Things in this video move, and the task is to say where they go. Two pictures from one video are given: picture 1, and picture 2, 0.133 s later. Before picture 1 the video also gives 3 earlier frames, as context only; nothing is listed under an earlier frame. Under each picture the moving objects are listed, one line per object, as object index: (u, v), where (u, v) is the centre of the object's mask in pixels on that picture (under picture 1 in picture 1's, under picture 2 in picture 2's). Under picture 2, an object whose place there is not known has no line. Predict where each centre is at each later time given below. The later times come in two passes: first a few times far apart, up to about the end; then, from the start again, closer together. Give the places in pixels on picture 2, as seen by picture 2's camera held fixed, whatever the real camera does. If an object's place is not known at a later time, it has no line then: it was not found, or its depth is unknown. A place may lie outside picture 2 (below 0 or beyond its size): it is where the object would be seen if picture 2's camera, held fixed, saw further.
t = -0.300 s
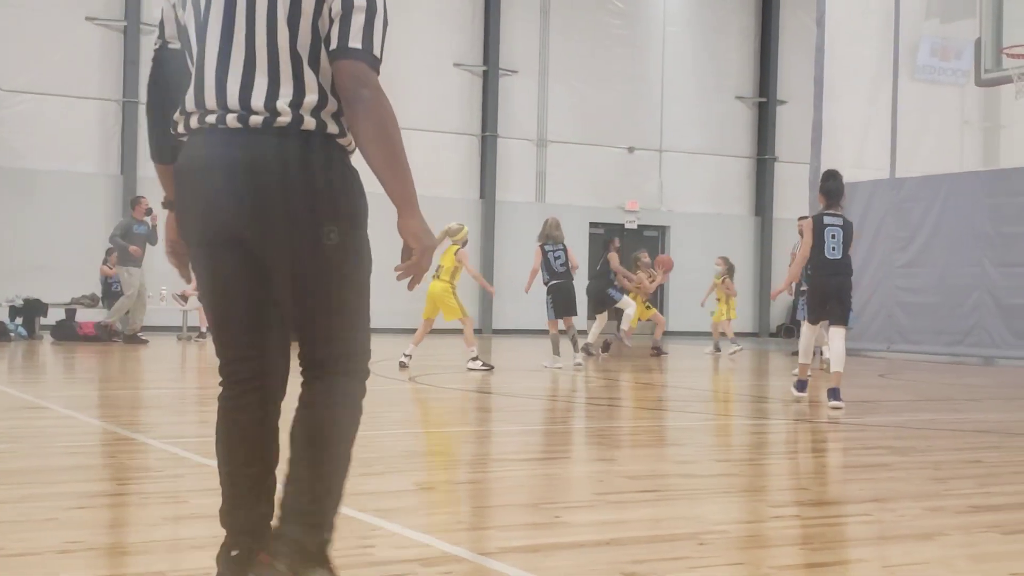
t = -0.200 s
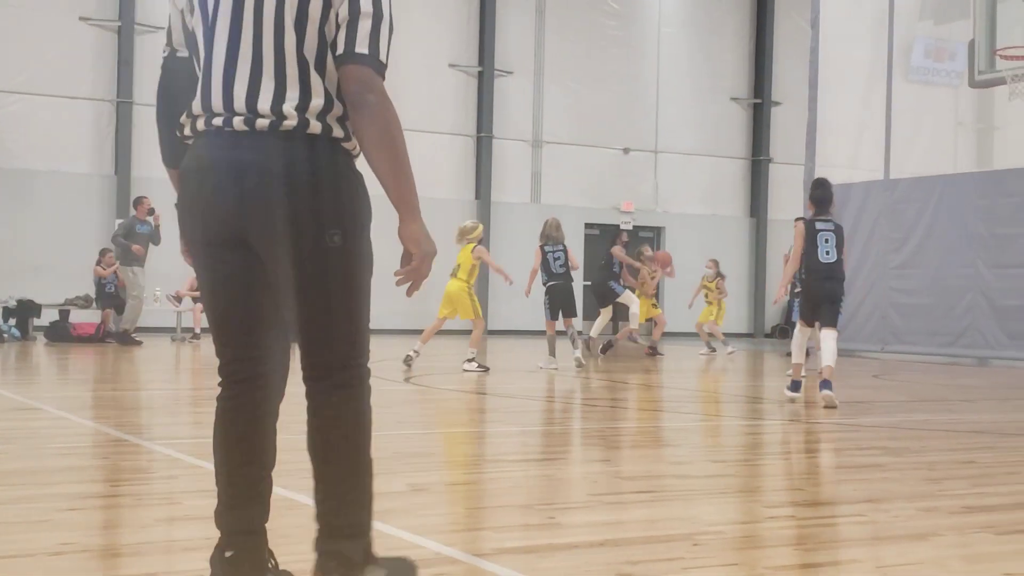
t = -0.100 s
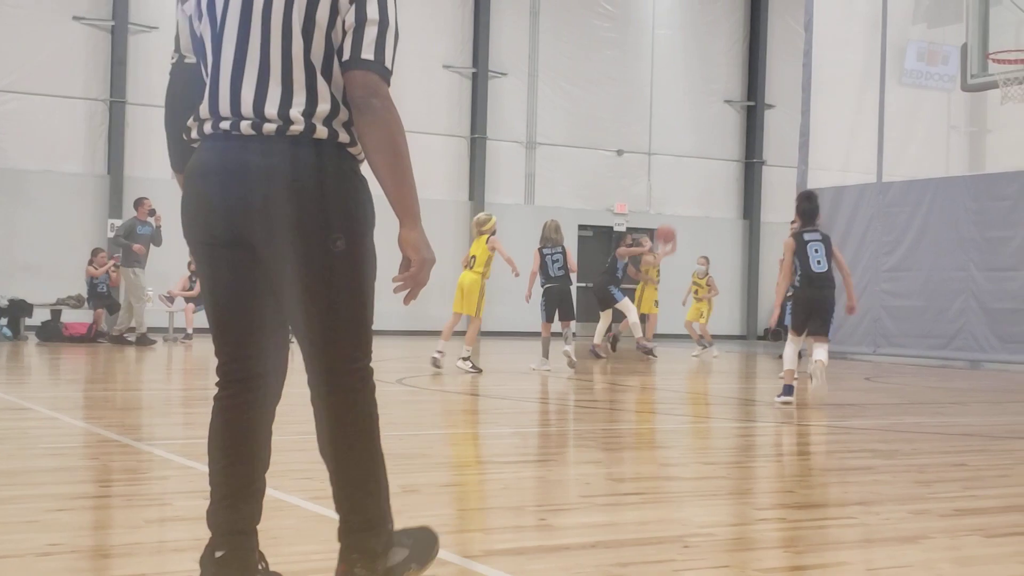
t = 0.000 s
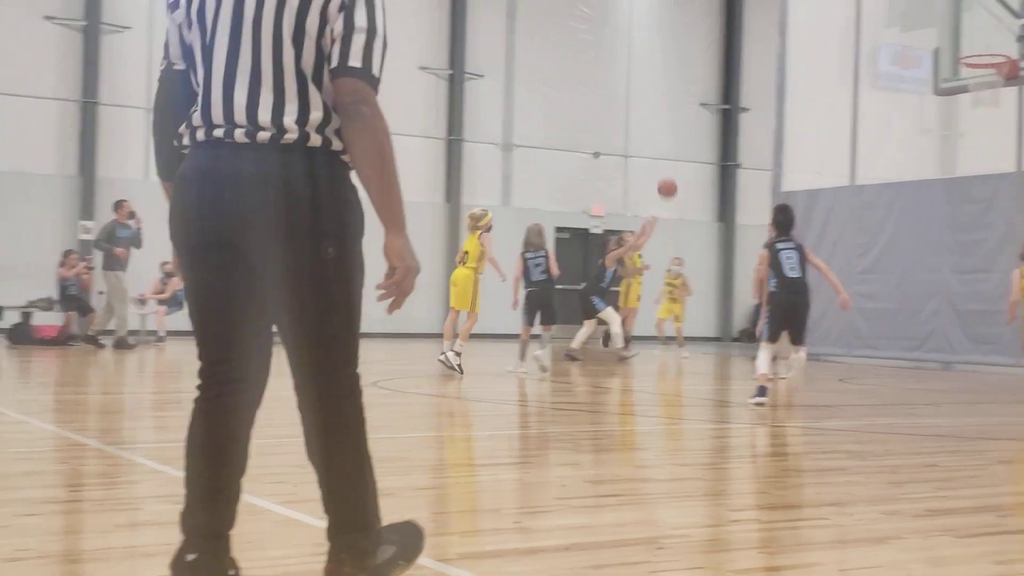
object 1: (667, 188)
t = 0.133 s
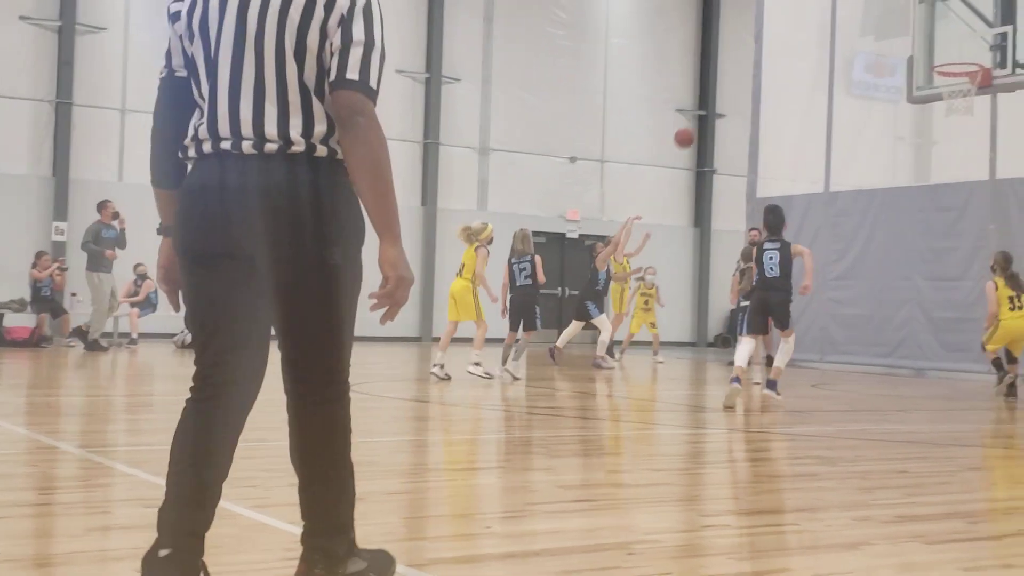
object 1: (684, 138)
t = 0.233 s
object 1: (716, 104)
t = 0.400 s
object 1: (769, 66)
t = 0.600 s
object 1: (836, 52)
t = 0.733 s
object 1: (883, 63)
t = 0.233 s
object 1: (716, 104)
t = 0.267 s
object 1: (726, 95)
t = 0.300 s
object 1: (737, 87)
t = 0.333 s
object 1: (747, 79)
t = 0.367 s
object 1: (758, 72)
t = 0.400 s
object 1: (769, 66)
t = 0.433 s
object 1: (780, 62)
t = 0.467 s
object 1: (791, 58)
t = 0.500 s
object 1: (802, 55)
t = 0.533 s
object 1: (813, 53)
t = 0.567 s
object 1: (825, 52)
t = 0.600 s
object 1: (836, 52)
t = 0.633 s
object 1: (848, 53)
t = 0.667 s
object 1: (860, 55)
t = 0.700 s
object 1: (871, 59)
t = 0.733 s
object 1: (883, 63)
